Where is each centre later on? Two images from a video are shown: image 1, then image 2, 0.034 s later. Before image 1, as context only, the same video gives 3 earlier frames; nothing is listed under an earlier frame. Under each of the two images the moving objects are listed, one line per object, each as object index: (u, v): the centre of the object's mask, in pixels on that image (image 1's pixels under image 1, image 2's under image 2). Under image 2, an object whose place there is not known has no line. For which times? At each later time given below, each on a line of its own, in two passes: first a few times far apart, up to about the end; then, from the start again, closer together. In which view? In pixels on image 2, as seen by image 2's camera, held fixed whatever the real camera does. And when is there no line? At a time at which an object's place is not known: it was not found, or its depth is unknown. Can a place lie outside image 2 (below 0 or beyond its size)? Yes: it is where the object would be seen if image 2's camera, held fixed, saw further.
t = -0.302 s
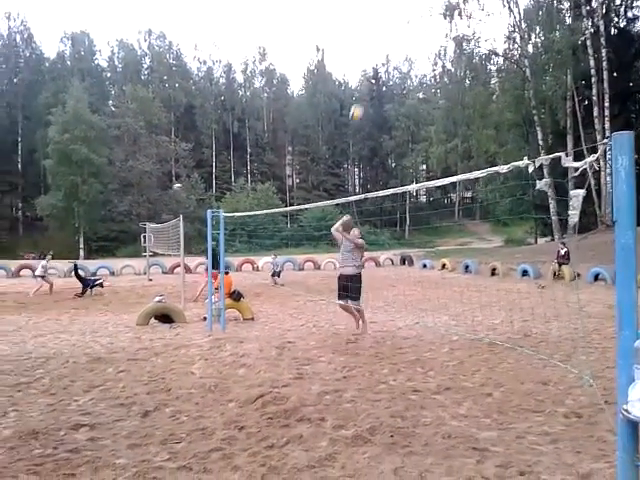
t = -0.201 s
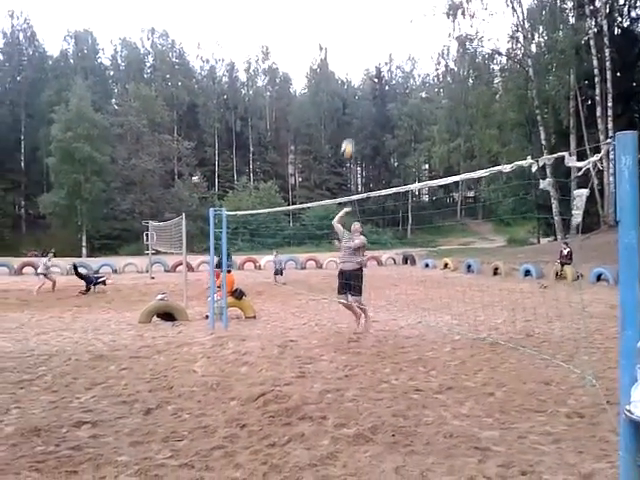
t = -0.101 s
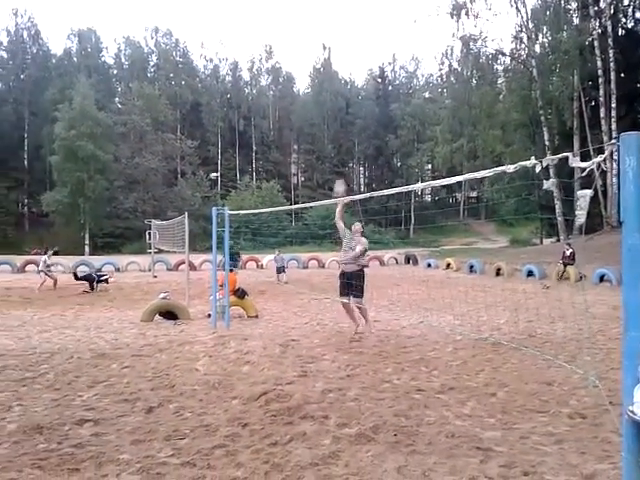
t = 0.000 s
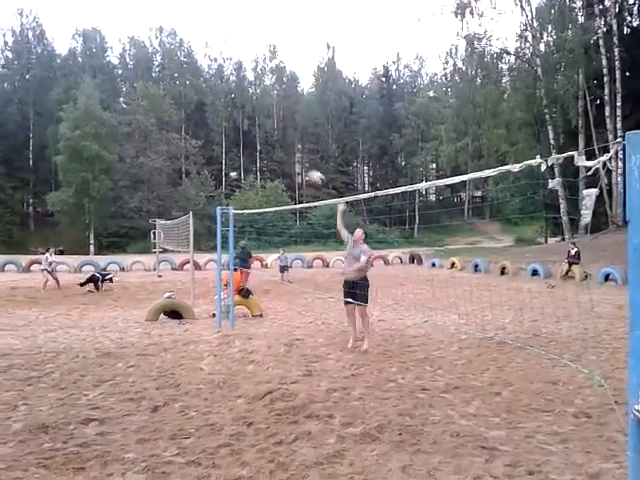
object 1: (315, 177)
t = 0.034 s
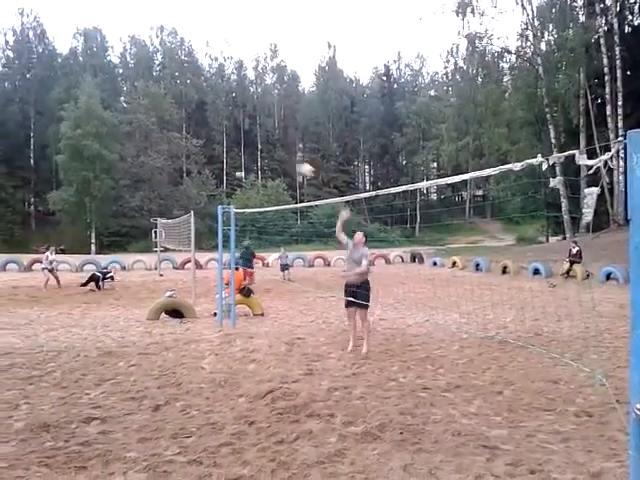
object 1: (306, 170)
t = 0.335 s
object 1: (207, 148)
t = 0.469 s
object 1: (160, 158)
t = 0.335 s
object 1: (207, 148)
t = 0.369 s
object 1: (196, 150)
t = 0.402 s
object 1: (182, 152)
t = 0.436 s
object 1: (171, 155)
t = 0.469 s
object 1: (160, 158)
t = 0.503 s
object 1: (146, 164)
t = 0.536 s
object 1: (135, 168)
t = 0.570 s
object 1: (123, 174)
